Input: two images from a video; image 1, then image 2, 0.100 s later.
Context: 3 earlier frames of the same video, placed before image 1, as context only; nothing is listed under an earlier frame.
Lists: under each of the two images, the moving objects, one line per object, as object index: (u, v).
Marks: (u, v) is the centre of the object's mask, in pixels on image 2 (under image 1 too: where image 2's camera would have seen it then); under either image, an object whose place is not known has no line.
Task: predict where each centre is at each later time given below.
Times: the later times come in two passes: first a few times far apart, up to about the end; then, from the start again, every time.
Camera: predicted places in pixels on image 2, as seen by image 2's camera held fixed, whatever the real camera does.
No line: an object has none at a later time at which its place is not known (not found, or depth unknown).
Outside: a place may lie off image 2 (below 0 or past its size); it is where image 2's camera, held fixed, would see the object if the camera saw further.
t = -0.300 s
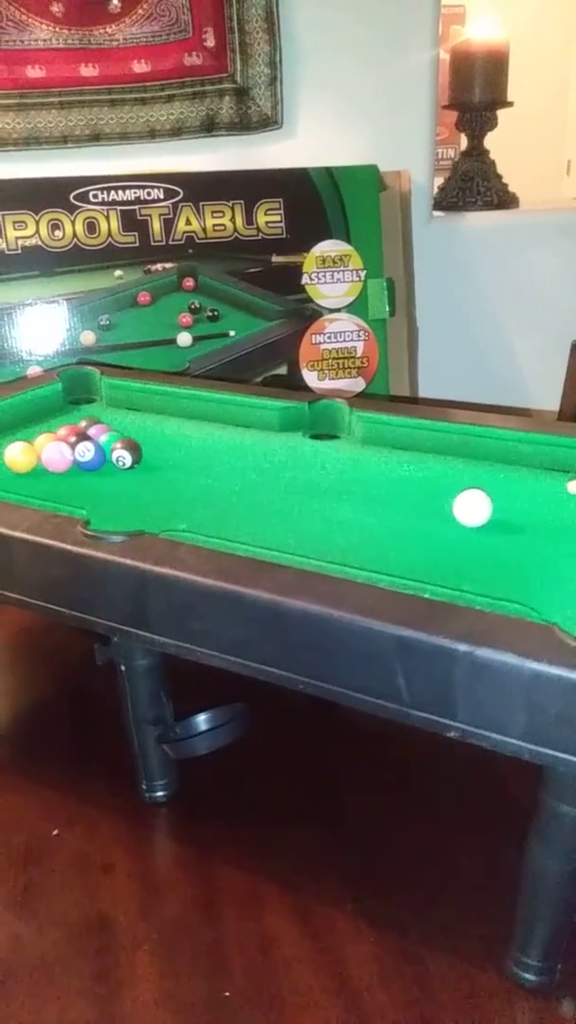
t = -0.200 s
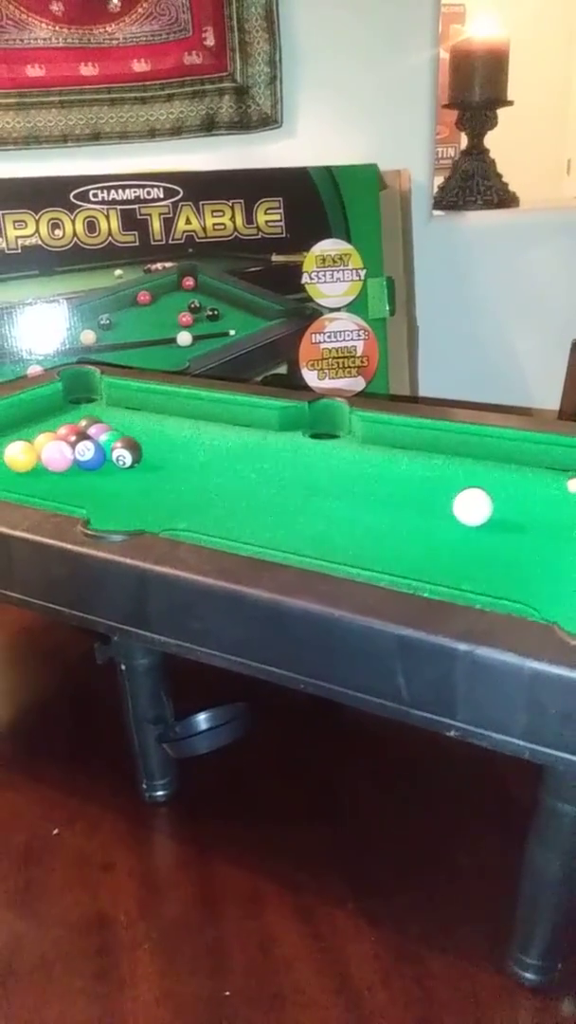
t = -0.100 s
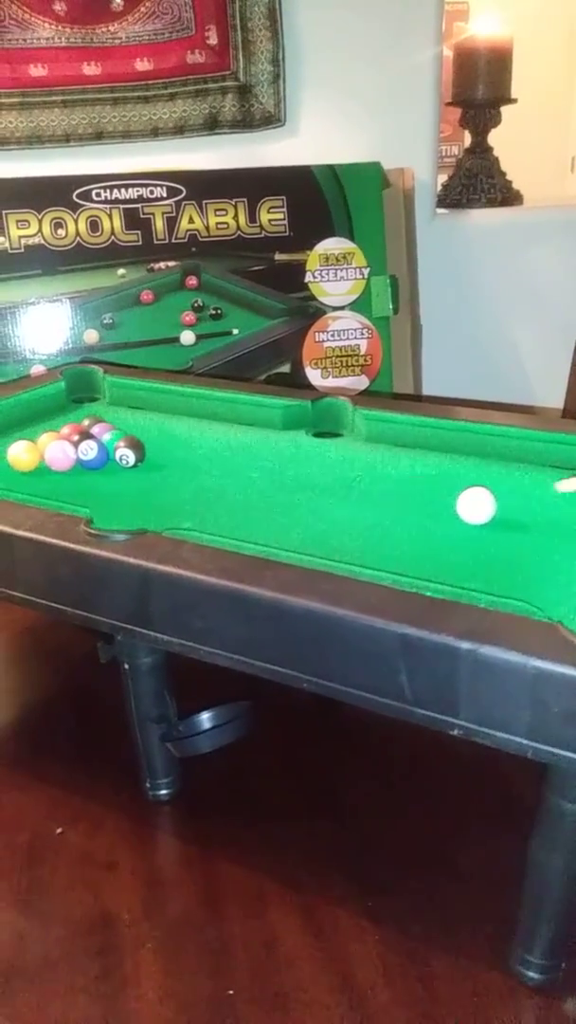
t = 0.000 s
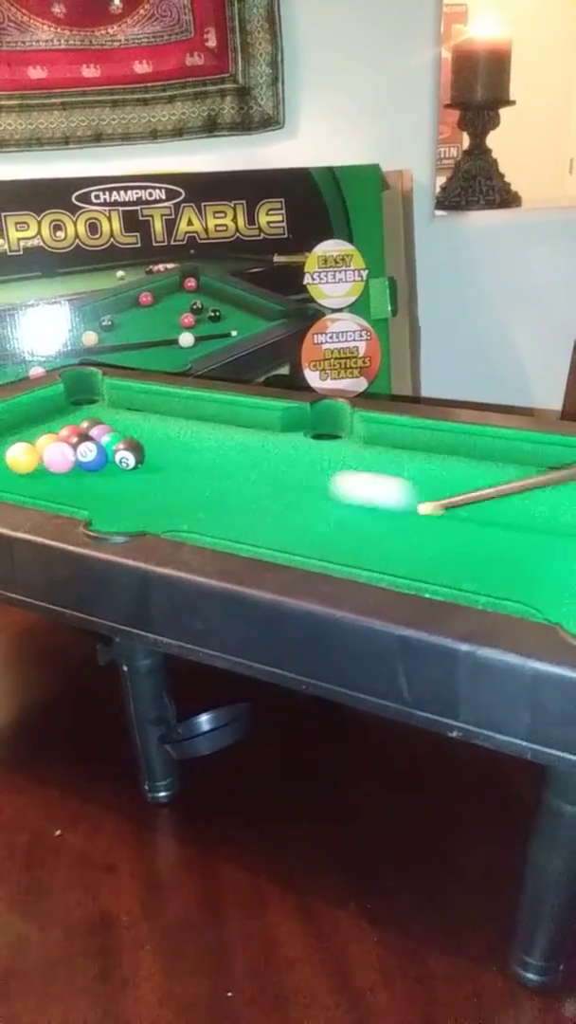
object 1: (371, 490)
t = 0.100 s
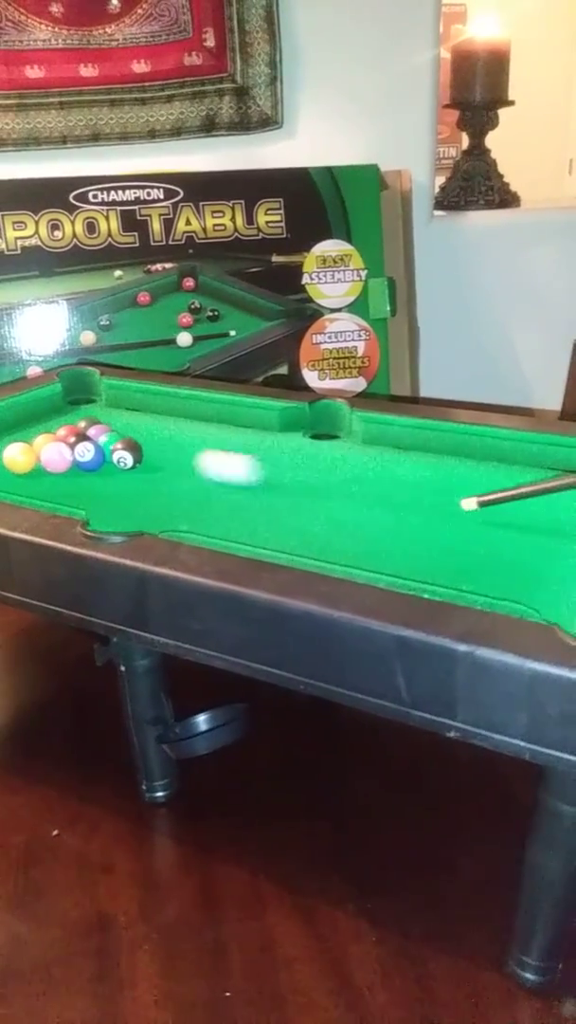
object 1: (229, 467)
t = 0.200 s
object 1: (160, 449)
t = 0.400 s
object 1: (146, 428)
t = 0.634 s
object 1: (139, 412)
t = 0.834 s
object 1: (143, 405)
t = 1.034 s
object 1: (143, 405)
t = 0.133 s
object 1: (189, 460)
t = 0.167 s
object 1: (162, 454)
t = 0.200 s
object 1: (160, 449)
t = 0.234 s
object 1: (159, 445)
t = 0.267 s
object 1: (156, 441)
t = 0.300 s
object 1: (153, 438)
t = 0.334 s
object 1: (151, 435)
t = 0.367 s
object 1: (148, 431)
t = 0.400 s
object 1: (146, 428)
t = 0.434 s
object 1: (144, 425)
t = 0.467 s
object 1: (142, 423)
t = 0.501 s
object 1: (141, 421)
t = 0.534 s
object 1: (140, 418)
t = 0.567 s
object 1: (140, 416)
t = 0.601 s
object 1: (139, 414)
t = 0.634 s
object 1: (139, 412)
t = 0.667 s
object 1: (139, 410)
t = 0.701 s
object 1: (140, 408)
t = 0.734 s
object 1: (141, 406)
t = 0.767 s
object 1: (143, 405)
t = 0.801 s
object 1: (143, 404)
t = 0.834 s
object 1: (143, 405)
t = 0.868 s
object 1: (143, 405)
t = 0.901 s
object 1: (143, 405)
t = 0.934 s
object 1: (143, 405)
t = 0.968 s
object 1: (143, 405)
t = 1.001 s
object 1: (143, 405)
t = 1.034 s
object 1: (143, 405)
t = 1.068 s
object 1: (143, 405)
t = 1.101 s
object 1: (143, 405)
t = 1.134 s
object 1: (143, 405)
